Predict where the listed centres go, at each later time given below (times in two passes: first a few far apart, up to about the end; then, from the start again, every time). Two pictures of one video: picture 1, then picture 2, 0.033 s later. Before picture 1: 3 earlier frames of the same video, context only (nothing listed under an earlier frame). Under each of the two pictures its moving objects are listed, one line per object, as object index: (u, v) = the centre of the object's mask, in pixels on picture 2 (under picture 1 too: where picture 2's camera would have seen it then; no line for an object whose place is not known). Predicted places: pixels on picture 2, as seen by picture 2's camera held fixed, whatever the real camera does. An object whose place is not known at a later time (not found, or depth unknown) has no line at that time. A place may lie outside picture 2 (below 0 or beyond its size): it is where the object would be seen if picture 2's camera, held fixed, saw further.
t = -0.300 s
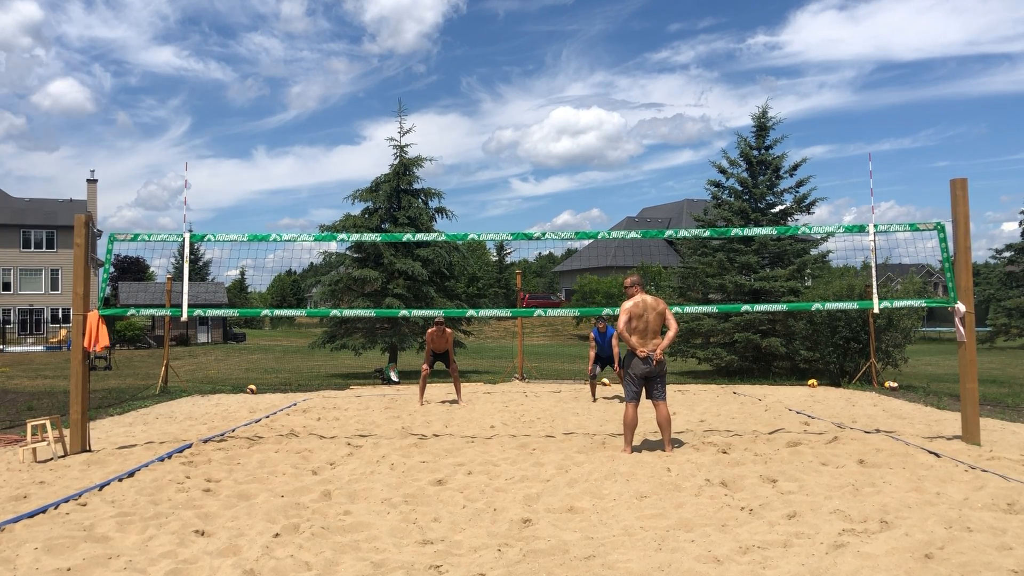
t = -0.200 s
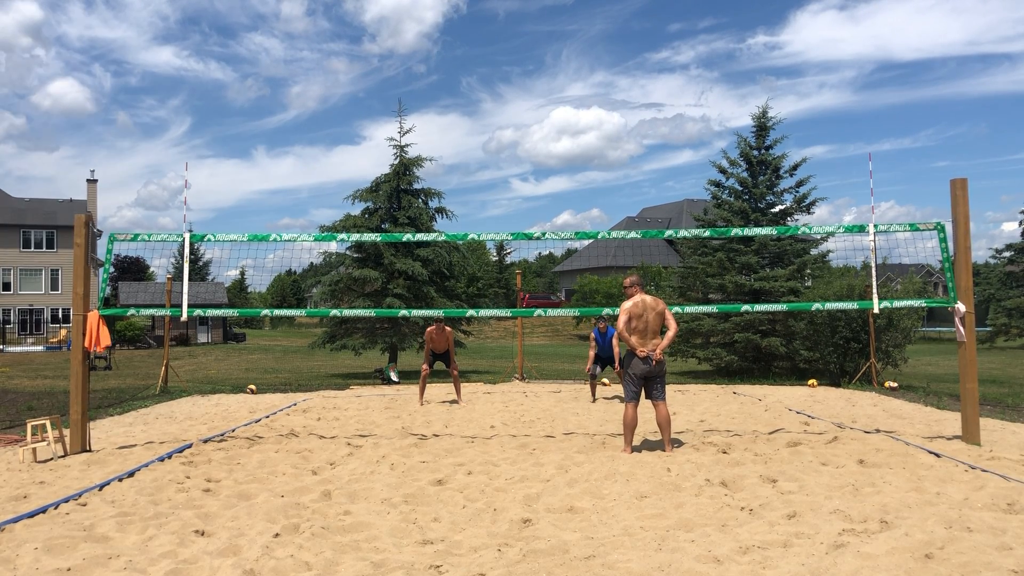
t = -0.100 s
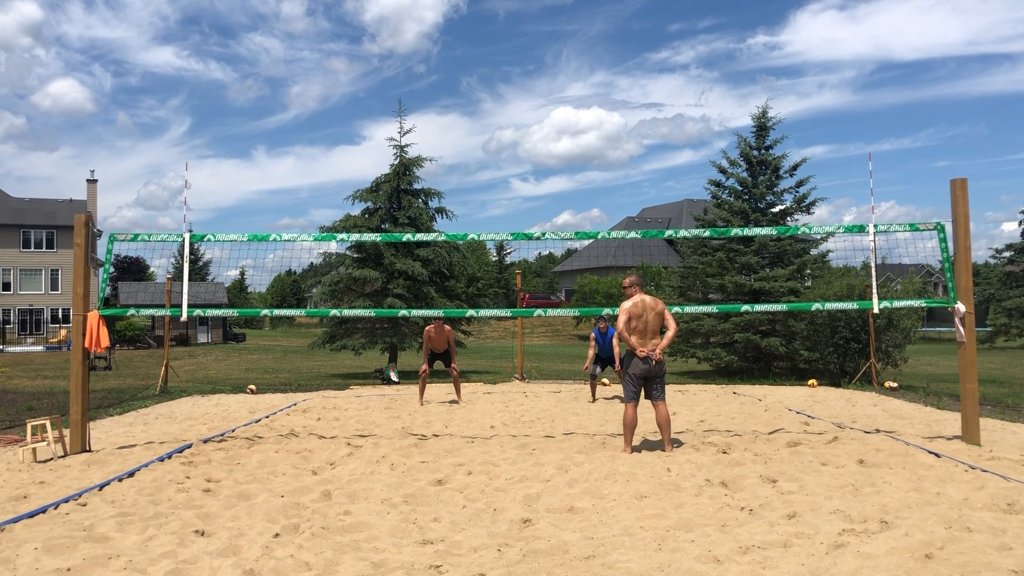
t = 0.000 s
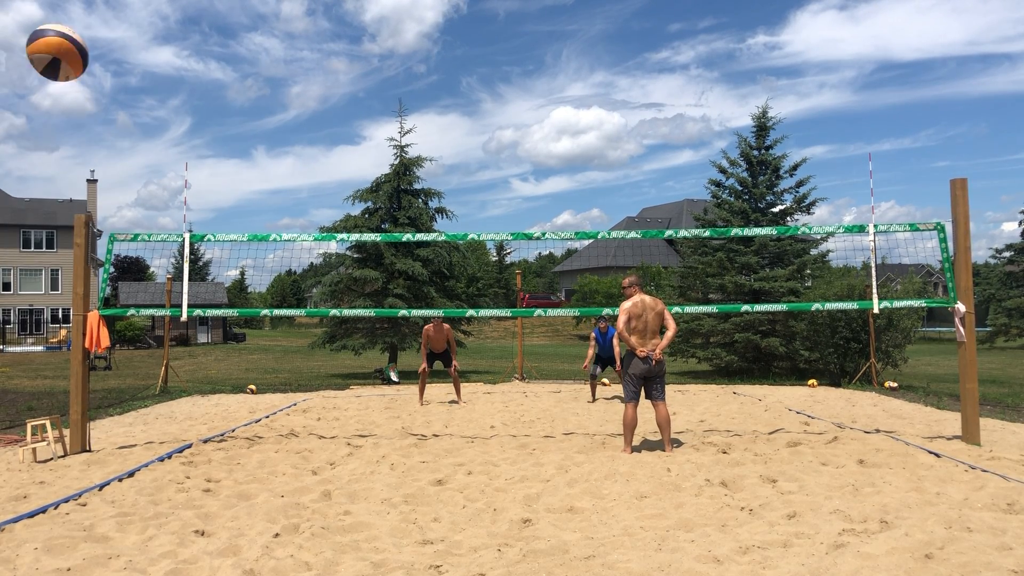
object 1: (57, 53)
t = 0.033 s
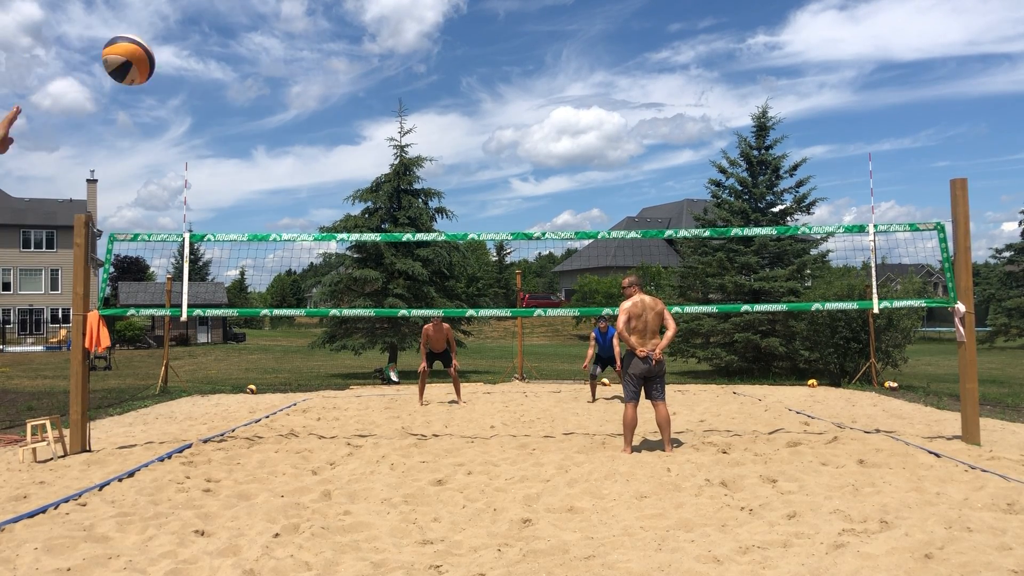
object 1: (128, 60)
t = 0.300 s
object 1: (390, 133)
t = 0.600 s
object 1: (500, 222)
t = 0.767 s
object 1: (536, 270)
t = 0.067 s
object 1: (185, 67)
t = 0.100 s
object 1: (231, 75)
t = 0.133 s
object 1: (269, 84)
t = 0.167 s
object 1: (301, 92)
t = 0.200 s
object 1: (328, 102)
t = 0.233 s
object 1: (351, 112)
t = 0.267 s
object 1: (372, 122)
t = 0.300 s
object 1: (390, 133)
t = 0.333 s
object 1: (406, 143)
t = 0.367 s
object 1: (422, 153)
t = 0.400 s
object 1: (436, 163)
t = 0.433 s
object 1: (449, 173)
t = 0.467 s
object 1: (461, 183)
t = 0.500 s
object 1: (472, 193)
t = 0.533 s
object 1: (482, 203)
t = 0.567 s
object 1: (491, 212)
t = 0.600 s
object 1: (500, 222)
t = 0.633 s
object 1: (508, 228)
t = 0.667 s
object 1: (516, 244)
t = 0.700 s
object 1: (523, 251)
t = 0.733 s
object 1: (530, 261)
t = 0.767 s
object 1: (536, 270)
